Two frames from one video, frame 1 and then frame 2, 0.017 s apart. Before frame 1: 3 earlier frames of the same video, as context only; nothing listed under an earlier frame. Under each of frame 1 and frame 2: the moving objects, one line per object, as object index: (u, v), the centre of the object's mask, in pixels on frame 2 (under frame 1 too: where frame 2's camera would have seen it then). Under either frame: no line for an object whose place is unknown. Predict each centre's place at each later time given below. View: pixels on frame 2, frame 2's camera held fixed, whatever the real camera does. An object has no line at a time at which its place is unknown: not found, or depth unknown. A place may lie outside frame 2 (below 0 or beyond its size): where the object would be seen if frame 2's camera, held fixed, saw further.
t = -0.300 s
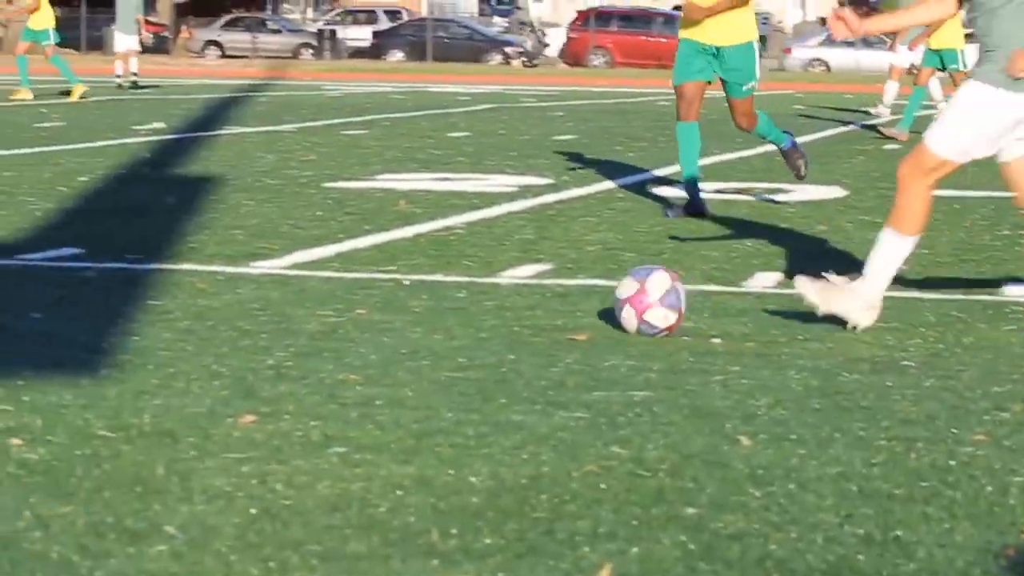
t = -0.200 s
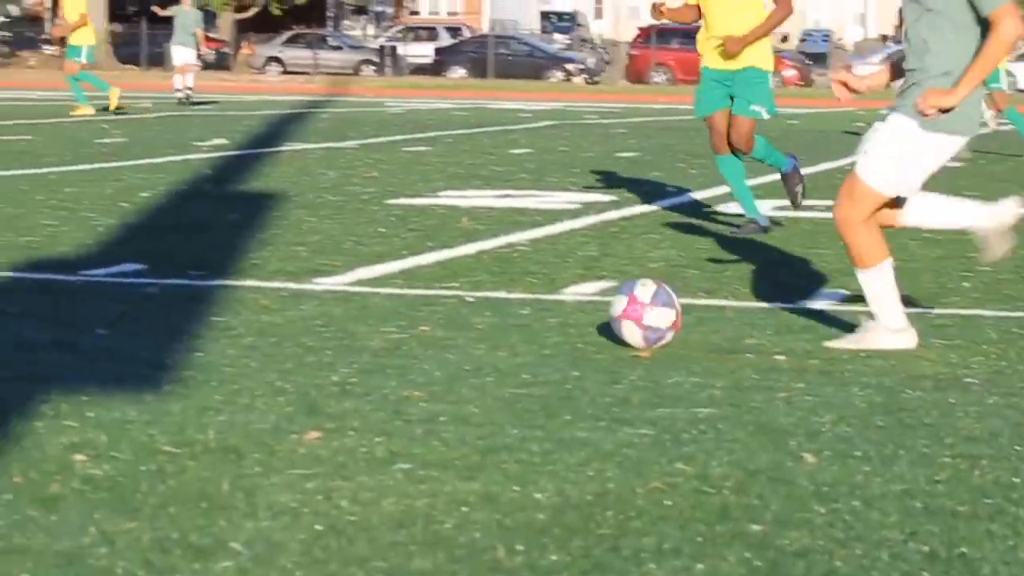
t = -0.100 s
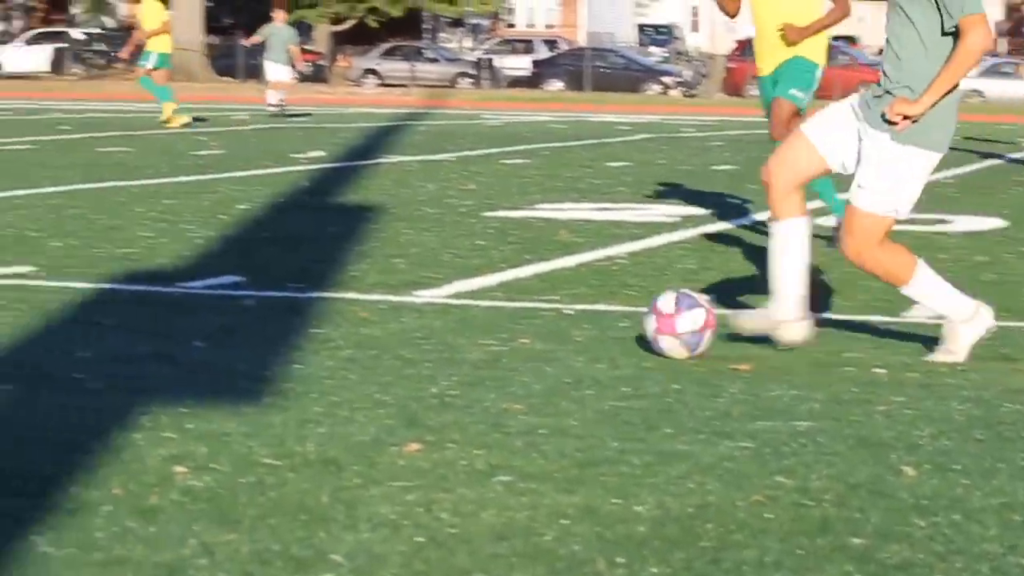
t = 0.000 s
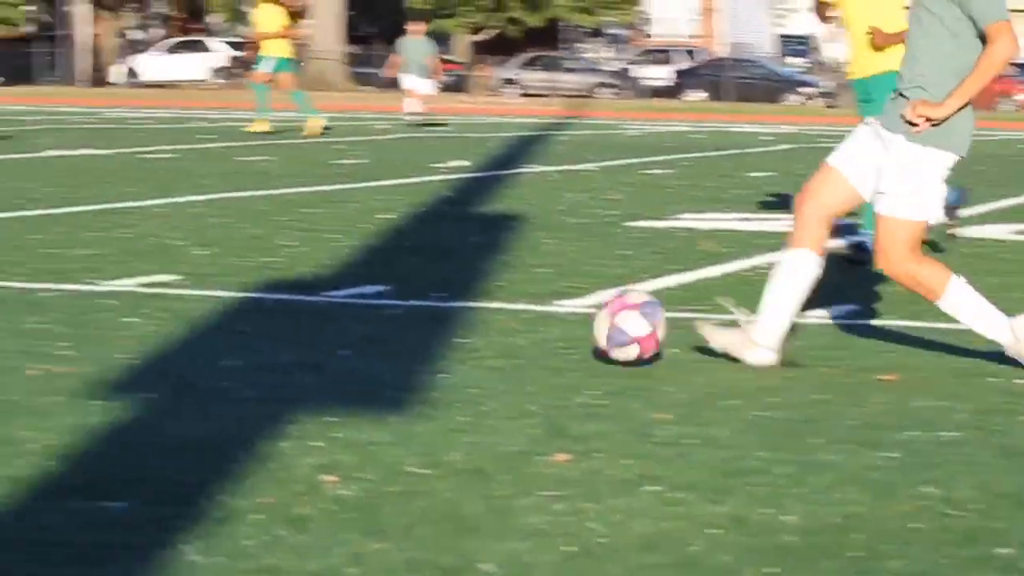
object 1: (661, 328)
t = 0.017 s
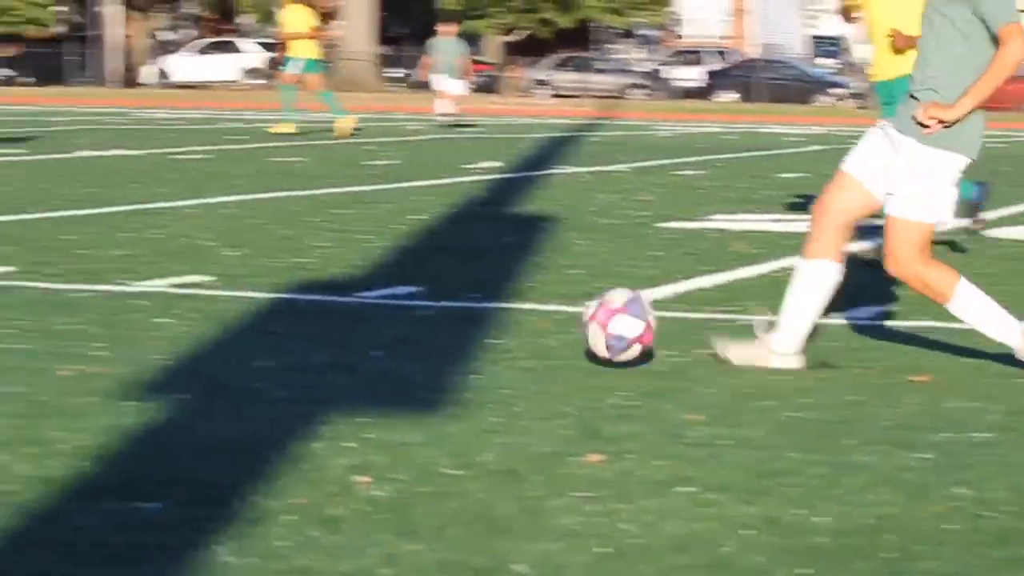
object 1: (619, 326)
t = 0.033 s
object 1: (577, 325)
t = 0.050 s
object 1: (533, 325)
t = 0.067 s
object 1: (490, 325)
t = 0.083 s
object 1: (445, 327)
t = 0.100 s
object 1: (401, 329)
